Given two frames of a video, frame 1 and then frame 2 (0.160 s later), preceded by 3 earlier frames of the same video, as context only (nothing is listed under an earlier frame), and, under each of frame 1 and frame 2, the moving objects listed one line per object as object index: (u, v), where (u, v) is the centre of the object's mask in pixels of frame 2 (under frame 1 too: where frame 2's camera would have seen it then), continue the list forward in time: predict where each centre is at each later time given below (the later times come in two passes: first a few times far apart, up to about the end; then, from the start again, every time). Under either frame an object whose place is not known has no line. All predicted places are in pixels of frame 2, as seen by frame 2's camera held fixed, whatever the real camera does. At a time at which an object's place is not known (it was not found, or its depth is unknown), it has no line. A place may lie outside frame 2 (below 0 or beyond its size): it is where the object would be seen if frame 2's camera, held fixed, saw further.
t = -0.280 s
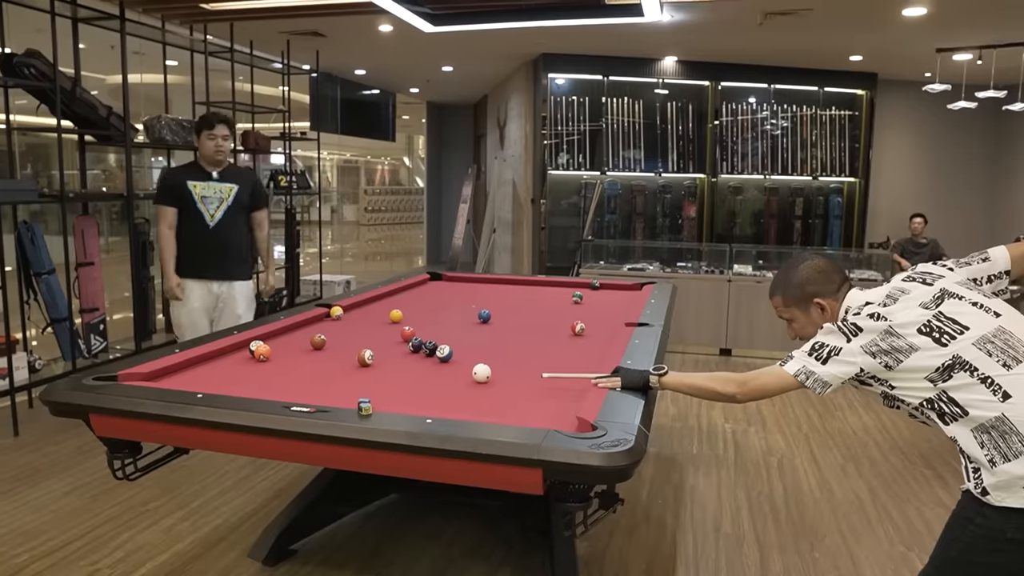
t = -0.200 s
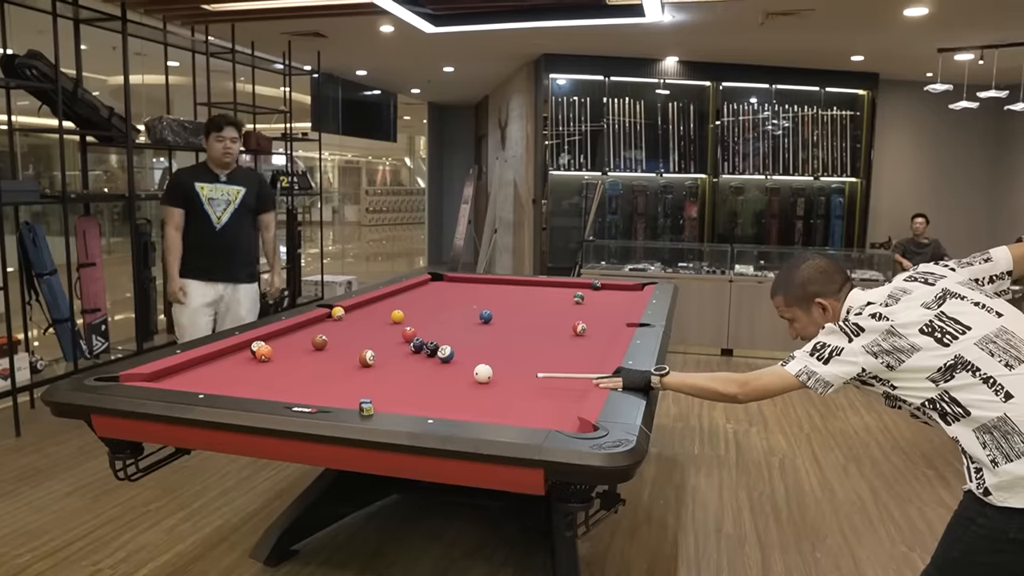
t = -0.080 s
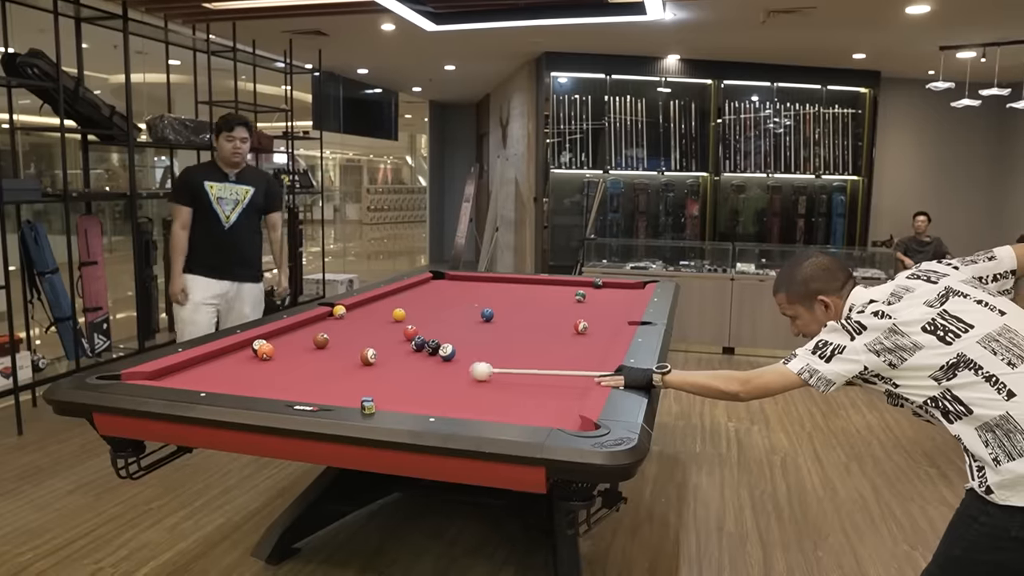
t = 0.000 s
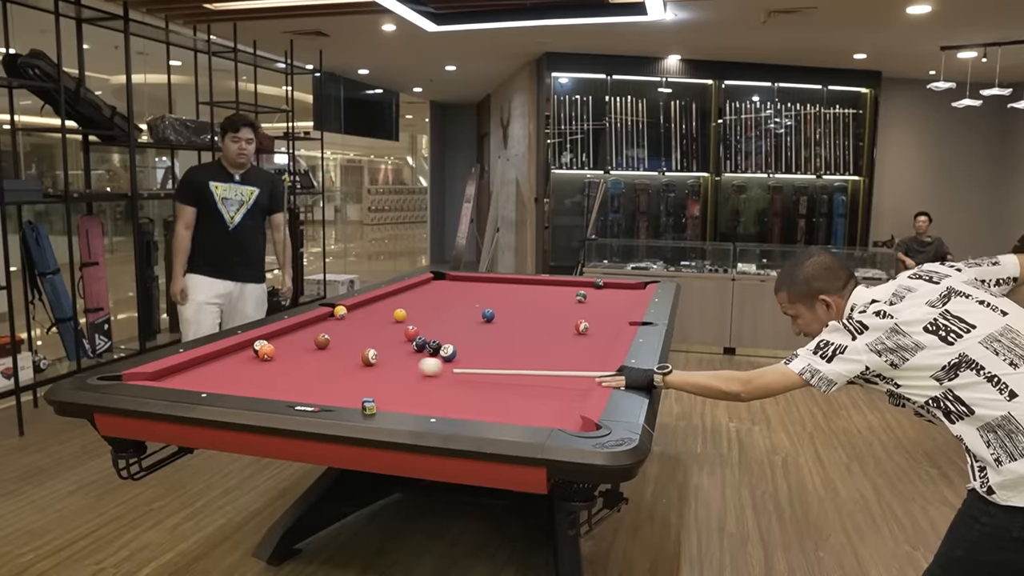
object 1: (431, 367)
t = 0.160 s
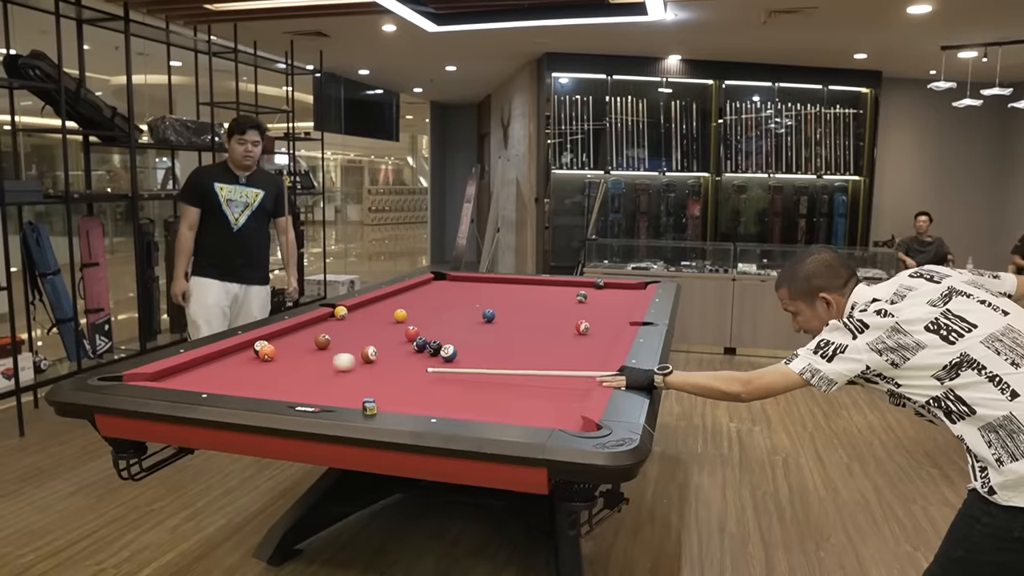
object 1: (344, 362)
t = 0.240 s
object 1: (303, 362)
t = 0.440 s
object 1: (201, 362)
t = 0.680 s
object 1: (218, 379)
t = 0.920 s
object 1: (261, 387)
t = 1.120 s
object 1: (316, 387)
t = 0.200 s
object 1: (323, 362)
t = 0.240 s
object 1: (303, 362)
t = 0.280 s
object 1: (282, 362)
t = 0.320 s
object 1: (262, 362)
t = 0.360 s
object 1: (242, 362)
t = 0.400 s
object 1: (222, 362)
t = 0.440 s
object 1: (201, 362)
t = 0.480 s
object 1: (200, 364)
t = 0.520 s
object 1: (204, 368)
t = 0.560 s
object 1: (208, 371)
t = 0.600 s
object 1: (211, 374)
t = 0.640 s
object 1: (214, 377)
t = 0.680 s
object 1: (218, 379)
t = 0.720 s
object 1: (221, 381)
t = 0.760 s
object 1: (225, 384)
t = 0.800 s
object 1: (229, 385)
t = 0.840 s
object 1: (238, 386)
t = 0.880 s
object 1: (249, 387)
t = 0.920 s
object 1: (261, 387)
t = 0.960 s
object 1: (272, 387)
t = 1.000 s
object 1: (283, 387)
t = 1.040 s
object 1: (294, 387)
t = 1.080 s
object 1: (305, 387)
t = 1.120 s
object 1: (316, 387)
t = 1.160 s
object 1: (326, 387)
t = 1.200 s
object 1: (337, 386)
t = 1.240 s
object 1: (347, 386)
